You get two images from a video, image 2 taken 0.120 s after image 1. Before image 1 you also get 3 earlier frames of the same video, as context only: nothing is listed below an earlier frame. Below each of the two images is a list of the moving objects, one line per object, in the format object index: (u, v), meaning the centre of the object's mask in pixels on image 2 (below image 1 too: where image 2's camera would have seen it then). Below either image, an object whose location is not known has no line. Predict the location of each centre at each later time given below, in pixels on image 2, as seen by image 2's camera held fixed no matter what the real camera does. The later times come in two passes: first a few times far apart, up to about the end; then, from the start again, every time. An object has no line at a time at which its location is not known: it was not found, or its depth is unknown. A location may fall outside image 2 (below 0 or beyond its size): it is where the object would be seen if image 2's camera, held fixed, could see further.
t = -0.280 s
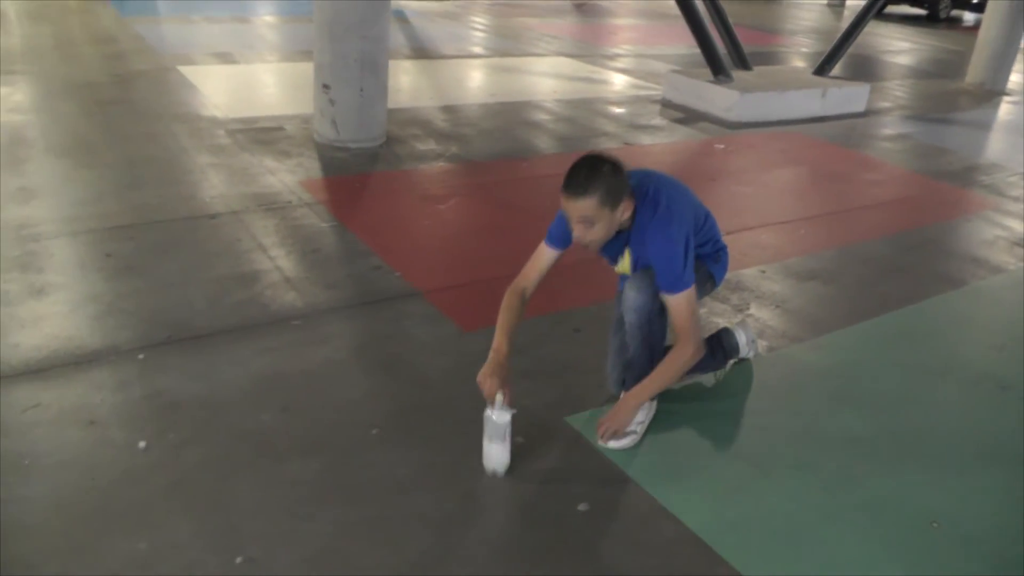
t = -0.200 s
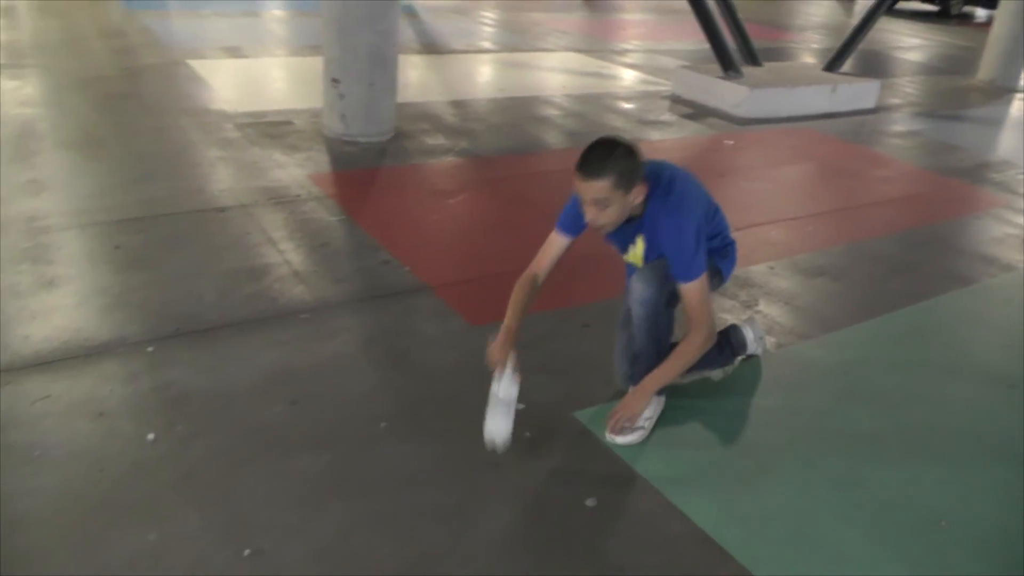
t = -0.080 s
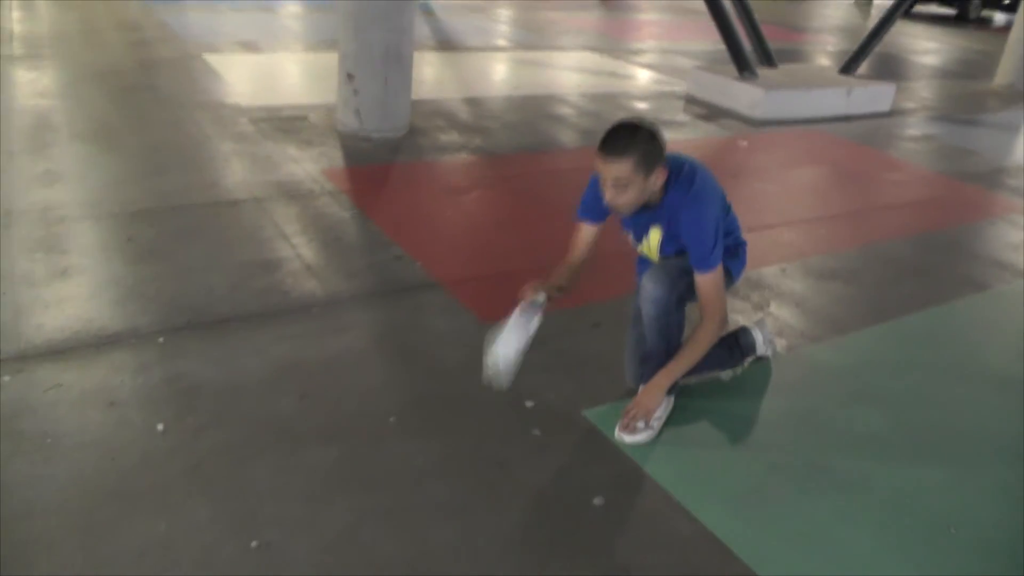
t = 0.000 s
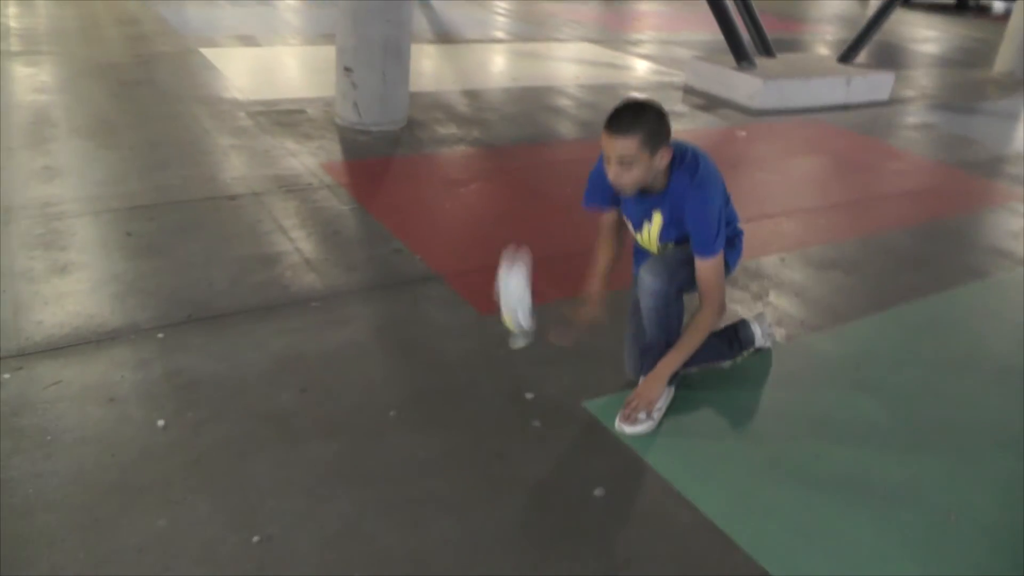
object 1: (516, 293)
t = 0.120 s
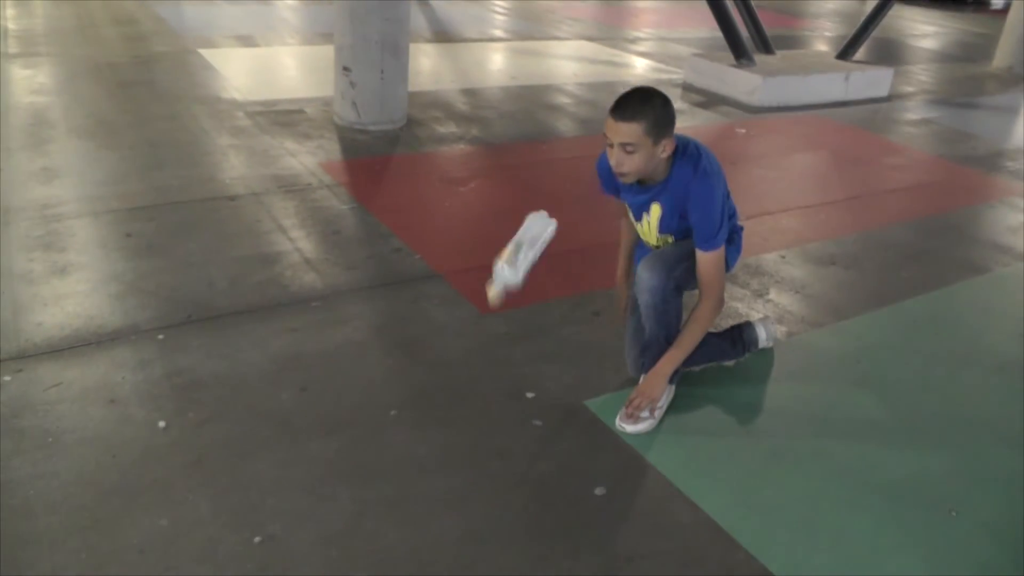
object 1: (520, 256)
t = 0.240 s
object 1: (529, 265)
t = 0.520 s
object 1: (528, 433)
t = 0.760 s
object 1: (545, 436)
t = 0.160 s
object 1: (523, 250)
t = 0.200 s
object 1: (528, 253)
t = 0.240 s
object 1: (529, 265)
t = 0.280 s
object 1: (528, 285)
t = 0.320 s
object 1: (528, 309)
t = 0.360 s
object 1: (527, 339)
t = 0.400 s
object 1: (525, 370)
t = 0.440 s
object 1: (523, 405)
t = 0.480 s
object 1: (523, 429)
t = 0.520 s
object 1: (528, 433)
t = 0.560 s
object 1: (530, 442)
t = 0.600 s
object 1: (533, 440)
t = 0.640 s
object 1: (536, 439)
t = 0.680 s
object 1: (540, 438)
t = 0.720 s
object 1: (543, 437)
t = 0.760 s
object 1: (545, 436)
